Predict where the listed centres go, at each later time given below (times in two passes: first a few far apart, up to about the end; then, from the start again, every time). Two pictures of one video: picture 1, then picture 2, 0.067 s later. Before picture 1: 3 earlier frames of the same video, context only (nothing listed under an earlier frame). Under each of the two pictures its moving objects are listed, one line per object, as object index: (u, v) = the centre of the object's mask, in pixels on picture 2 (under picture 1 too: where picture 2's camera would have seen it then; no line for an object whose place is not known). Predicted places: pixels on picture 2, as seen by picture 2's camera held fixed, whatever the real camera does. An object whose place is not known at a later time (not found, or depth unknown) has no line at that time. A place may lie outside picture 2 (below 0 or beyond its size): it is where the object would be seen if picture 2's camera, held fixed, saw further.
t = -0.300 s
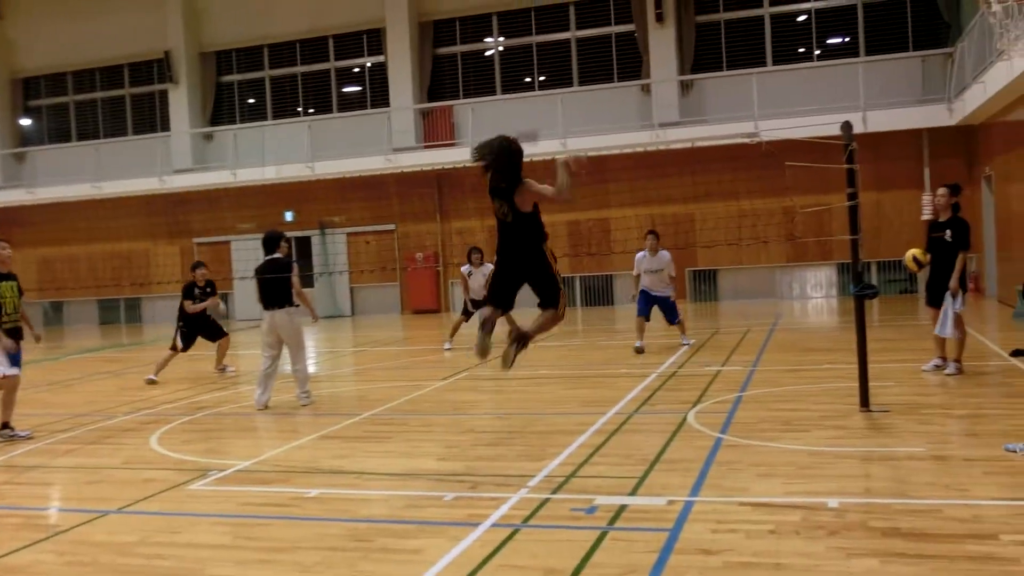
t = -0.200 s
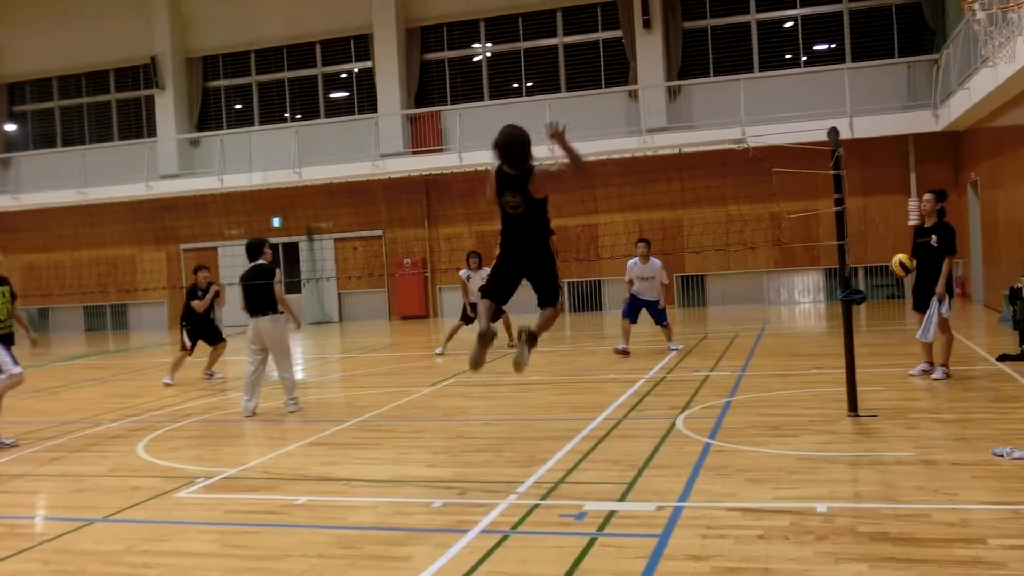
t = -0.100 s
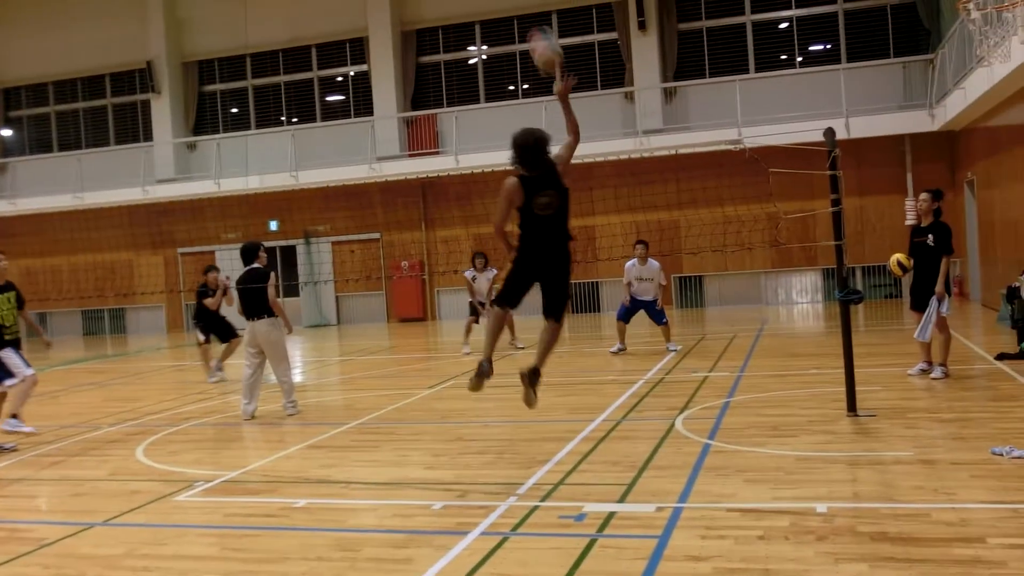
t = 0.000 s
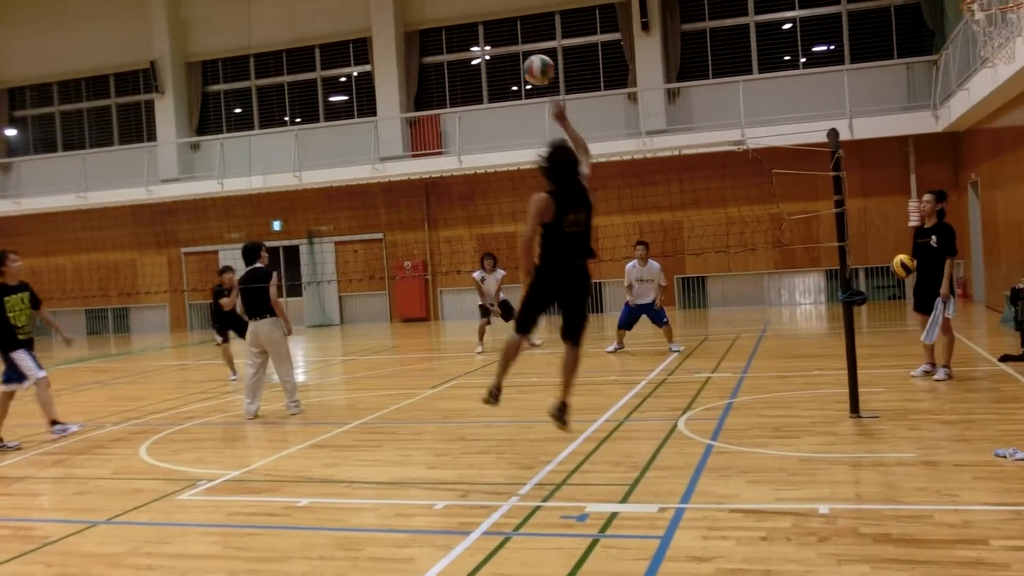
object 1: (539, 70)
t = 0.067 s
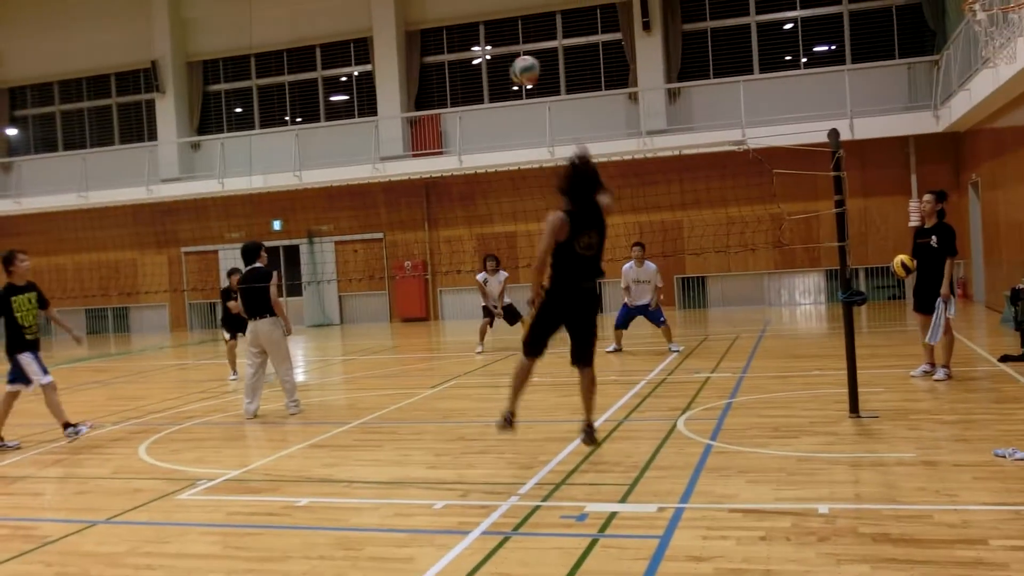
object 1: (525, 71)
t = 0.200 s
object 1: (501, 89)
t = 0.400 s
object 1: (476, 149)
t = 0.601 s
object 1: (458, 238)
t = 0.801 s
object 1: (443, 353)
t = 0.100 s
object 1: (518, 73)
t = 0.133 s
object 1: (512, 77)
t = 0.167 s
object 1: (507, 83)
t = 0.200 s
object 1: (501, 89)
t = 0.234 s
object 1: (496, 96)
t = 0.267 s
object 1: (492, 105)
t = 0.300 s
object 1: (487, 116)
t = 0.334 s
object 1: (483, 125)
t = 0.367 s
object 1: (480, 137)
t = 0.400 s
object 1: (476, 149)
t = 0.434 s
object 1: (471, 162)
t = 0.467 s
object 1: (468, 180)
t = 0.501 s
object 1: (465, 190)
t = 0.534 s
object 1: (462, 206)
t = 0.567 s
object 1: (460, 222)
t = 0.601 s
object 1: (458, 238)
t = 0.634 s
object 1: (455, 257)
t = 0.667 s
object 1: (451, 275)
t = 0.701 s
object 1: (450, 293)
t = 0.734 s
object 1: (448, 314)
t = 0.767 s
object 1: (445, 333)
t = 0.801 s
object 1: (443, 353)
